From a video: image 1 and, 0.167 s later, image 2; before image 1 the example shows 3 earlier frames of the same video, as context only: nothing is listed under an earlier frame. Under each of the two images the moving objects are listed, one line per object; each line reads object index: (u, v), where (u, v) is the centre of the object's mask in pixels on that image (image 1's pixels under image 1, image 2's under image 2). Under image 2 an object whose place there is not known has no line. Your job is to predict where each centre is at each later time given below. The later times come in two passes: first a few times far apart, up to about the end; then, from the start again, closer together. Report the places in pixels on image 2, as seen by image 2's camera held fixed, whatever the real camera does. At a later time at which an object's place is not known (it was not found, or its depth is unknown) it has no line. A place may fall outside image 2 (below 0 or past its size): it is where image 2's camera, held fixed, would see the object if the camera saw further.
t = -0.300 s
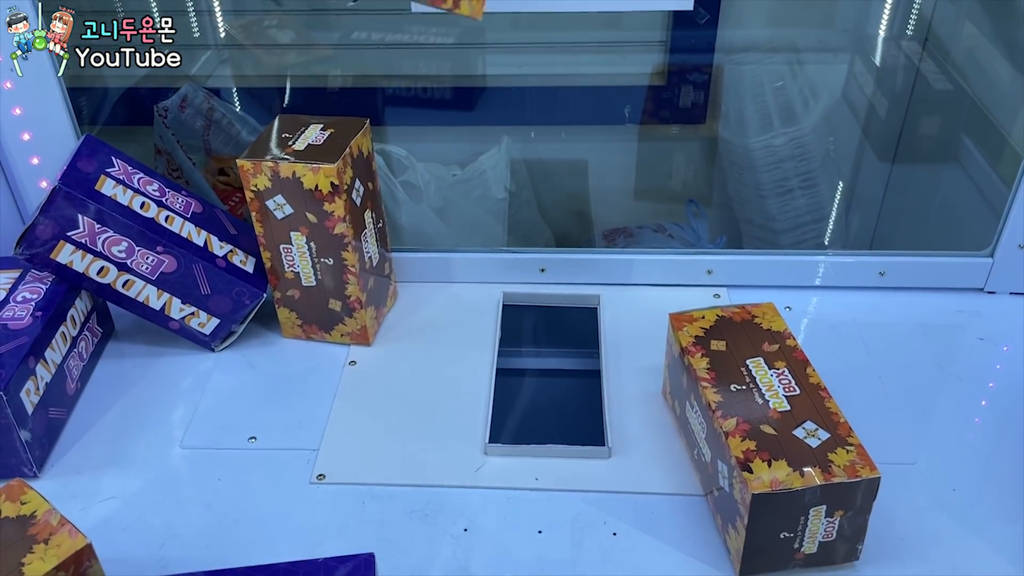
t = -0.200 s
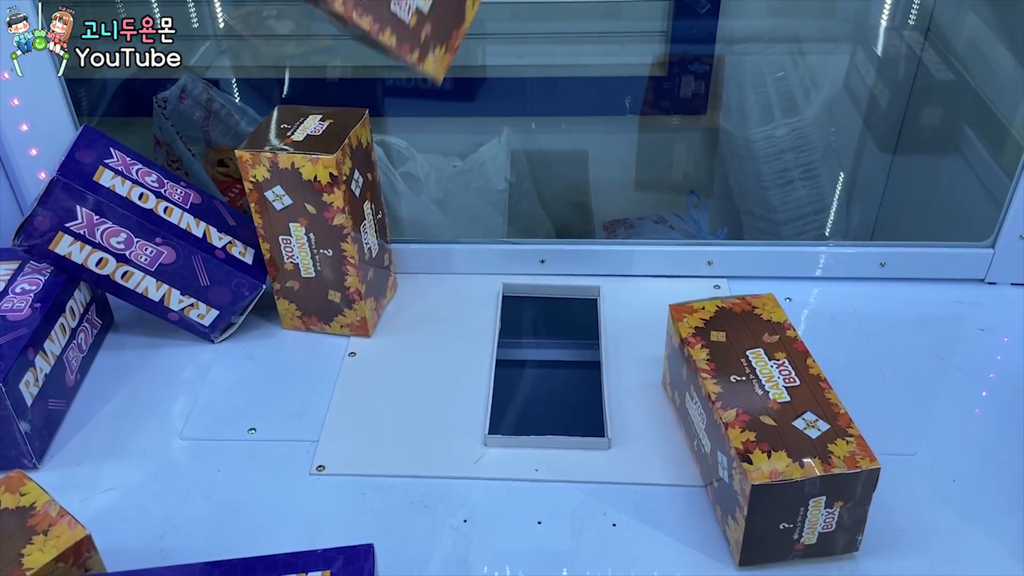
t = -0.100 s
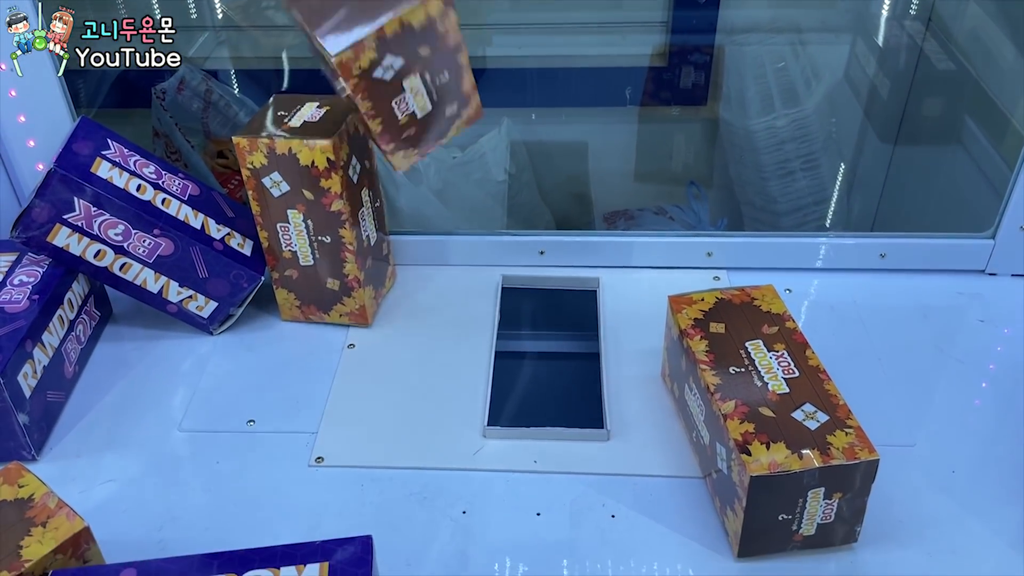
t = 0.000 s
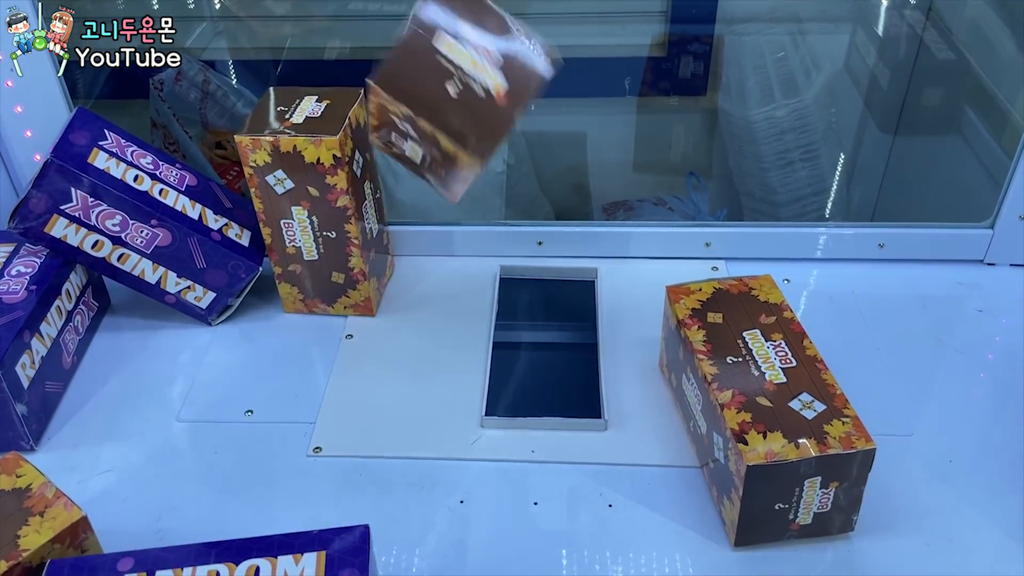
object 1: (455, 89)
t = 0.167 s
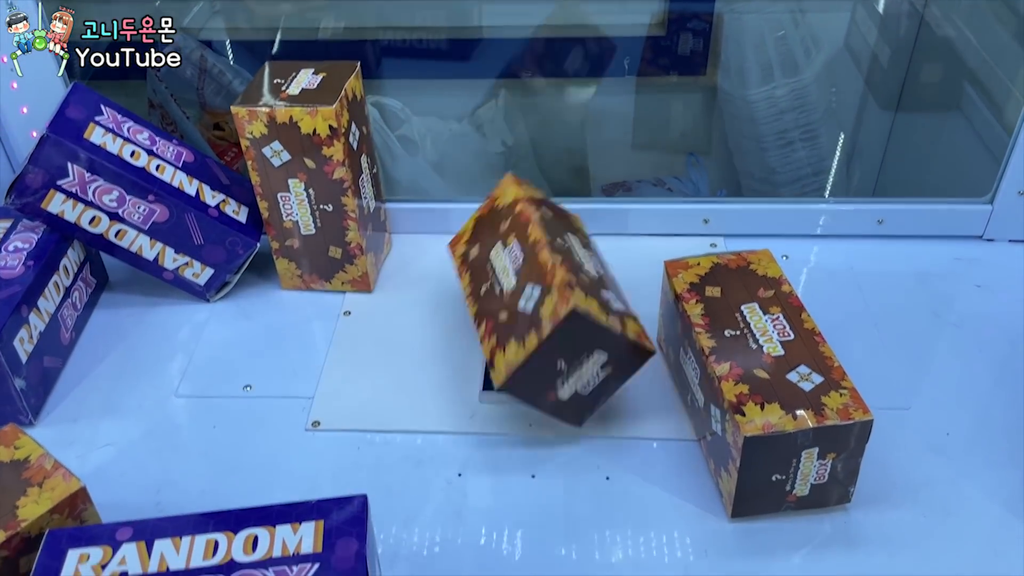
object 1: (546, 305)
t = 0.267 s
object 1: (589, 308)
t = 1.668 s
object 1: (634, 335)
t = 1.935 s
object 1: (634, 335)
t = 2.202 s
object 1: (634, 335)
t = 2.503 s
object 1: (634, 335)
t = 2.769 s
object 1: (634, 335)
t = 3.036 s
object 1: (634, 335)
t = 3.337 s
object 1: (634, 335)
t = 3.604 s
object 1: (634, 335)
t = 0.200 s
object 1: (558, 301)
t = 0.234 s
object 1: (573, 302)
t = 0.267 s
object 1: (589, 308)
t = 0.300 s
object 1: (601, 317)
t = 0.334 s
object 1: (620, 331)
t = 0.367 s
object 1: (627, 337)
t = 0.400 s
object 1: (634, 333)
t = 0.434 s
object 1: (636, 335)
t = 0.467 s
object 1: (637, 334)
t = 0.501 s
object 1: (636, 334)
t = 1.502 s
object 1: (634, 335)
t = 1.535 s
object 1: (634, 335)
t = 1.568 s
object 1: (635, 335)
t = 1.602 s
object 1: (634, 335)
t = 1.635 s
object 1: (634, 335)
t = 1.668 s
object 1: (634, 335)
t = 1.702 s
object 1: (634, 335)
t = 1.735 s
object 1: (634, 335)
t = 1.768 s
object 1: (634, 335)
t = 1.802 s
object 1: (634, 335)
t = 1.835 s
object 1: (634, 335)
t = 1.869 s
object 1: (634, 335)
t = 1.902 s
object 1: (634, 335)
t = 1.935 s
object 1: (634, 335)
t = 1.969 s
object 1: (634, 335)
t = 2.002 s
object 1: (634, 335)
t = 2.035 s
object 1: (634, 335)
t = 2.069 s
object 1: (634, 335)
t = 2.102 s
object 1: (634, 335)
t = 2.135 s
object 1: (634, 335)
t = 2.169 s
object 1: (634, 335)
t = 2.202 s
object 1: (634, 335)
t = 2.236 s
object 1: (634, 335)
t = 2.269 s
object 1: (634, 335)
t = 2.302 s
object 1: (634, 335)
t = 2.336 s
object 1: (634, 335)
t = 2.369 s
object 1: (634, 335)
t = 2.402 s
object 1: (634, 335)
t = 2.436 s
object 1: (634, 335)
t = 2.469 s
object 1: (634, 335)
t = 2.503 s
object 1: (634, 335)
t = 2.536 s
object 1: (634, 335)
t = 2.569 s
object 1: (634, 335)
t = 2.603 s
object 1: (634, 335)
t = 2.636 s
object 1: (634, 335)
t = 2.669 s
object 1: (634, 335)
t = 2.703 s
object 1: (634, 335)
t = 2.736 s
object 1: (634, 335)
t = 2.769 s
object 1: (634, 335)
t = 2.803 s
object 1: (634, 335)
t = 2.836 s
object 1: (634, 335)
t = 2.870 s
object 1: (634, 335)
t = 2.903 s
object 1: (634, 335)
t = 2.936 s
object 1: (634, 335)
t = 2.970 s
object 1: (634, 335)
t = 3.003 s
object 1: (634, 335)
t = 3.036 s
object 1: (634, 335)
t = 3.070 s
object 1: (634, 335)
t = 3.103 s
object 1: (634, 335)
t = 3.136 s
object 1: (634, 335)
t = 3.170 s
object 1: (634, 335)
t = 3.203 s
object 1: (634, 335)
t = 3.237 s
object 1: (634, 335)
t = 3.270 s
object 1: (634, 335)
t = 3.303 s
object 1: (634, 335)
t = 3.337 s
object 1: (634, 335)
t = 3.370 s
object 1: (634, 335)
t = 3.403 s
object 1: (634, 335)
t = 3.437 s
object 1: (634, 335)
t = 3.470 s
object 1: (634, 335)
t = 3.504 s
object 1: (634, 335)
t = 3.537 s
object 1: (634, 335)
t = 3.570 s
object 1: (634, 335)
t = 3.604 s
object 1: (634, 335)
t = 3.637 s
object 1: (634, 335)
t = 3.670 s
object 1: (634, 335)
